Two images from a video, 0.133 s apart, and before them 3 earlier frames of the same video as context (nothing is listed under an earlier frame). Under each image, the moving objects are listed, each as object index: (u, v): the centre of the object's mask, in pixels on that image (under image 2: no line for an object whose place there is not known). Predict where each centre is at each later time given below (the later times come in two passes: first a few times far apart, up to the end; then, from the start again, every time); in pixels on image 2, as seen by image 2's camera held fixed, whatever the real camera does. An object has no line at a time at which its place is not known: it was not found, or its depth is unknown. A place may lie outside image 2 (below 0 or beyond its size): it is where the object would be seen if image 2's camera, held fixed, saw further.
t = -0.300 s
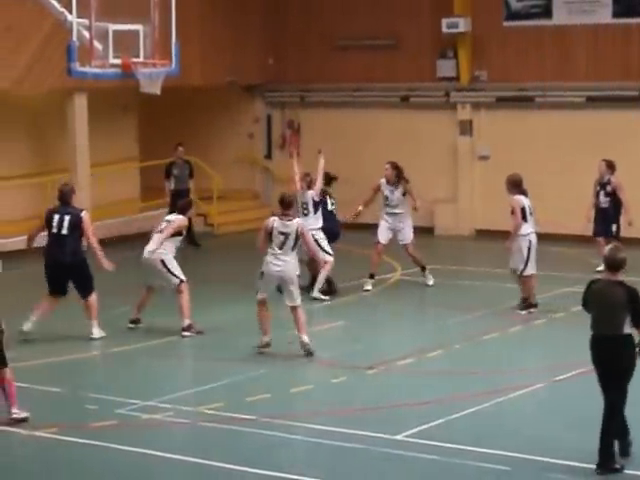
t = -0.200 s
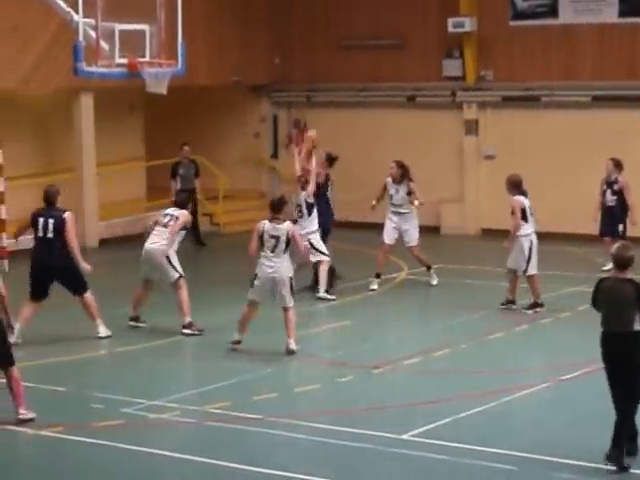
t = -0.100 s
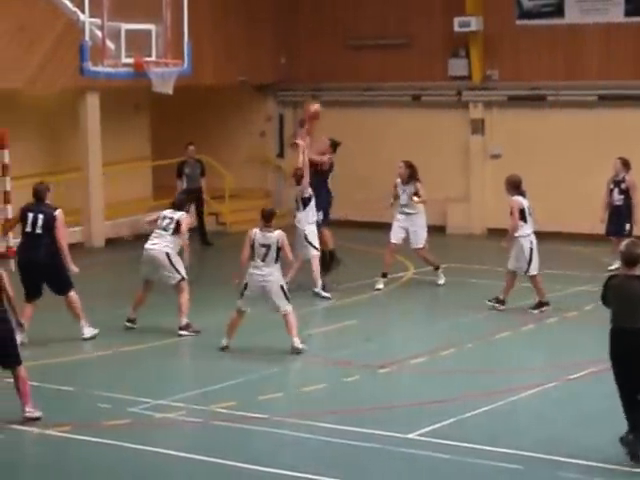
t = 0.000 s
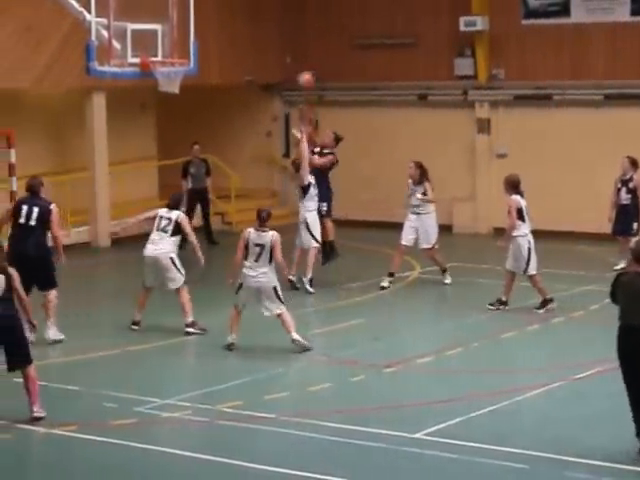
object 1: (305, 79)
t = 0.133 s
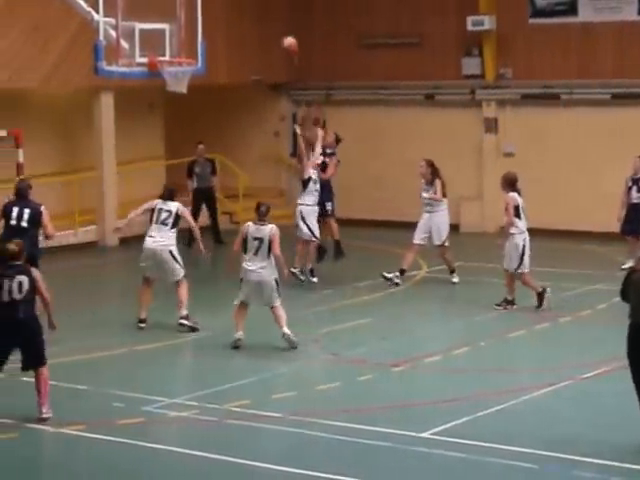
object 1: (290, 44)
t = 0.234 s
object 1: (271, 26)
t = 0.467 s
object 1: (228, 14)
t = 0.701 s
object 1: (183, 45)
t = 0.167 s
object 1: (283, 38)
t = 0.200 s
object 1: (277, 32)
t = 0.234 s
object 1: (271, 26)
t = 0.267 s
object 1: (265, 22)
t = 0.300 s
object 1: (259, 18)
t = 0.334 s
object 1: (252, 16)
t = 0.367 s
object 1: (246, 15)
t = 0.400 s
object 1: (240, 13)
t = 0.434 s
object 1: (234, 13)
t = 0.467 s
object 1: (228, 14)
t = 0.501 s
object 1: (222, 16)
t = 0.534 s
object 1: (215, 20)
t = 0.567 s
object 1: (209, 23)
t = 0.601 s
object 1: (204, 28)
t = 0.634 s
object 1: (198, 34)
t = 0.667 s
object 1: (190, 38)
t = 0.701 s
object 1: (183, 45)
